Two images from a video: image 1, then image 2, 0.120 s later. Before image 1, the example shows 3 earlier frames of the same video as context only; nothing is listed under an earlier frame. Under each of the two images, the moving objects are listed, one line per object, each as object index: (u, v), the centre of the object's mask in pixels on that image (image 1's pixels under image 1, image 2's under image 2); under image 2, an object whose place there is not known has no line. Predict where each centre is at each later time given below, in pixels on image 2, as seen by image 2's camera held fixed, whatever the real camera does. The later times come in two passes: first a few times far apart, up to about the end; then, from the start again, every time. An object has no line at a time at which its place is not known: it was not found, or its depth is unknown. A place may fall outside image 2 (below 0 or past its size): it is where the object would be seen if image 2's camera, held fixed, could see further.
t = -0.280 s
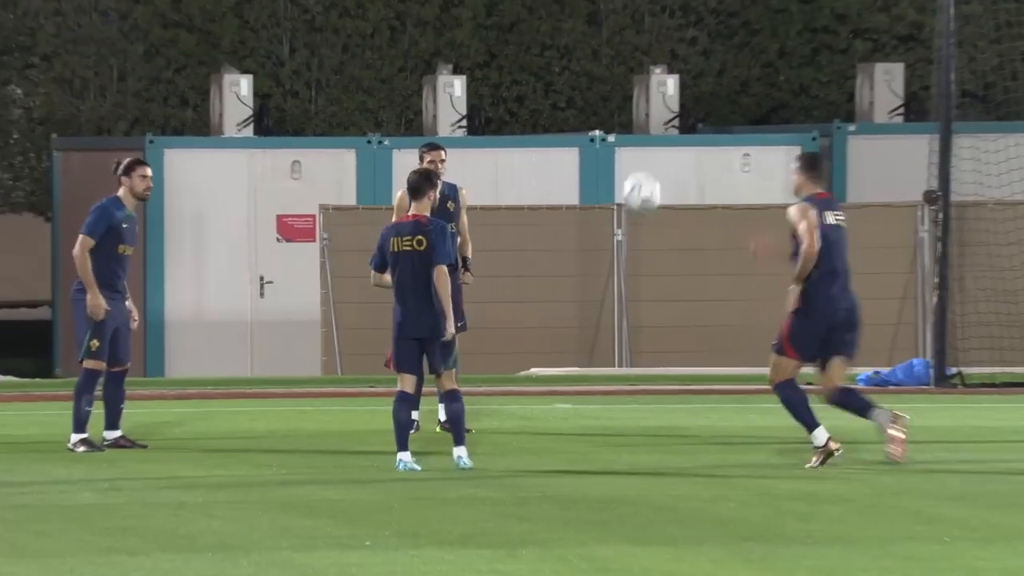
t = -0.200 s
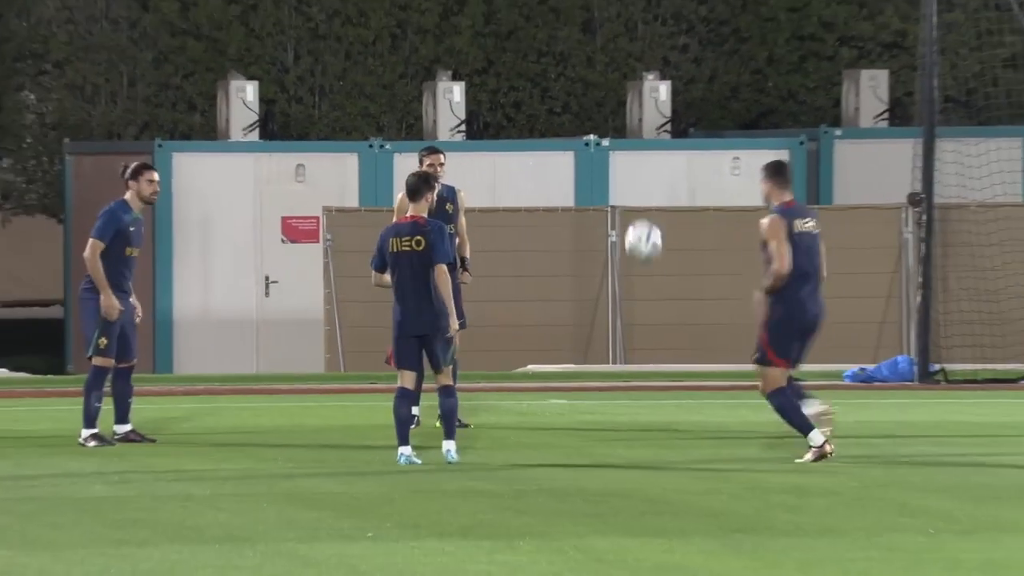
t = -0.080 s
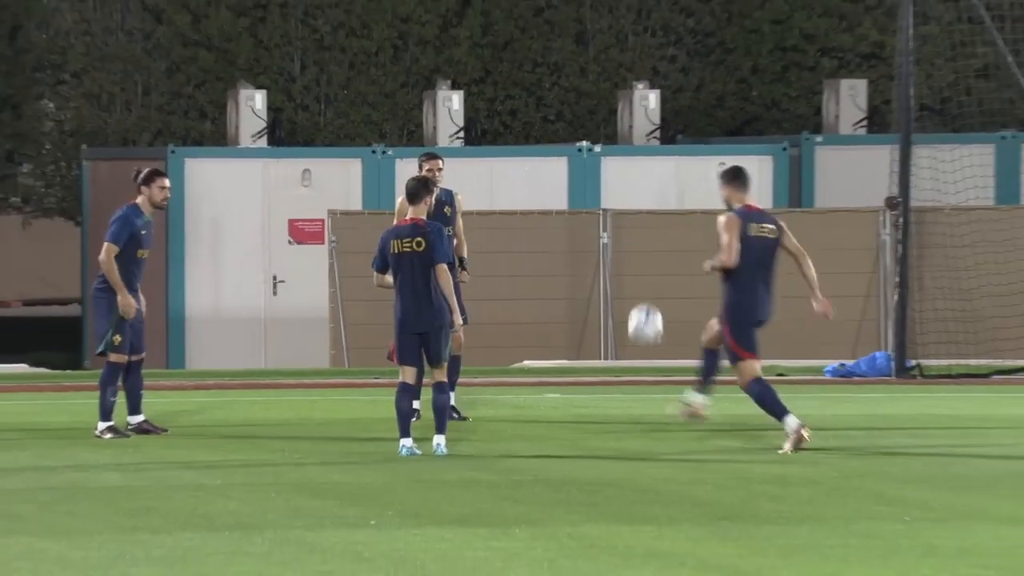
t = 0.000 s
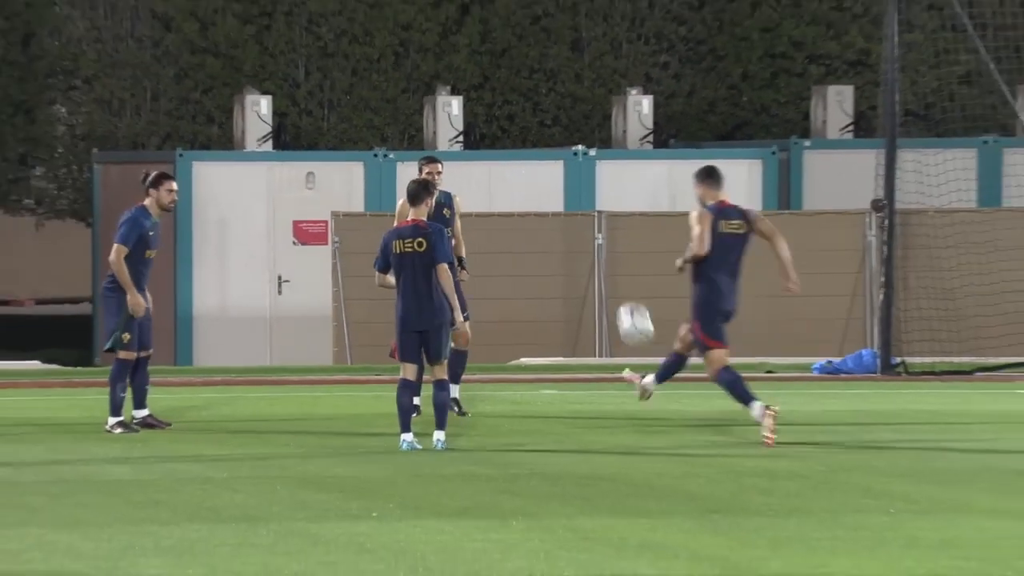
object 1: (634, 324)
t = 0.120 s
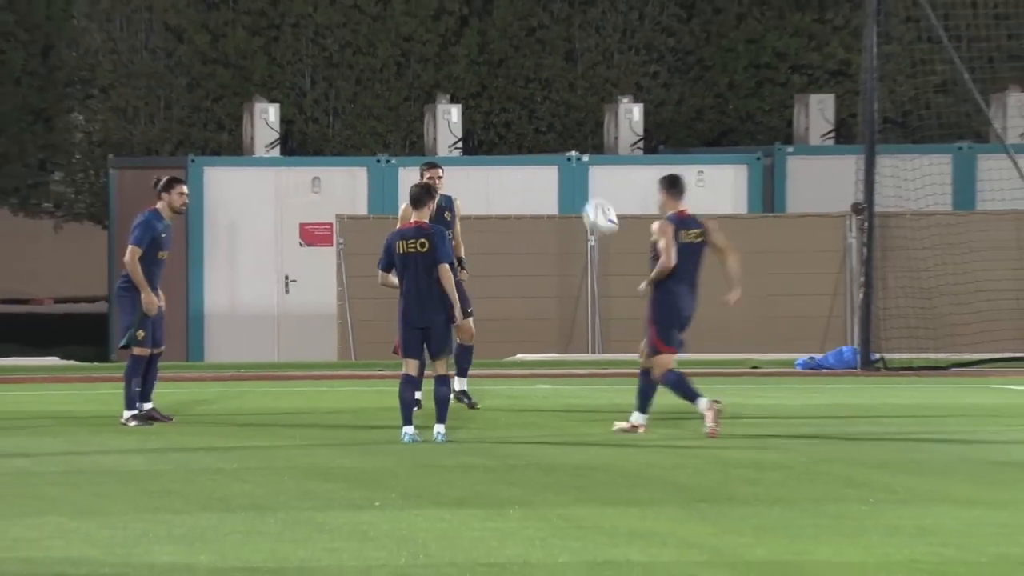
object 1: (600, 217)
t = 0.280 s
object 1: (563, 105)
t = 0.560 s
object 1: (507, 6)
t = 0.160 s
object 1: (590, 184)
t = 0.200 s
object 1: (581, 155)
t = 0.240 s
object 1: (572, 129)
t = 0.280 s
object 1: (563, 105)
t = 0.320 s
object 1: (555, 85)
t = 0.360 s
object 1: (546, 66)
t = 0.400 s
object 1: (538, 49)
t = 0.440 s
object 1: (530, 35)
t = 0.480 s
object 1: (522, 23)
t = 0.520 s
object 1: (515, 14)
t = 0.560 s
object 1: (507, 6)
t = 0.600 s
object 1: (500, 1)
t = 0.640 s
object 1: (492, 0)
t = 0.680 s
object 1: (484, -1)
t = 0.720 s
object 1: (476, 0)
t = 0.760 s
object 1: (468, 1)
